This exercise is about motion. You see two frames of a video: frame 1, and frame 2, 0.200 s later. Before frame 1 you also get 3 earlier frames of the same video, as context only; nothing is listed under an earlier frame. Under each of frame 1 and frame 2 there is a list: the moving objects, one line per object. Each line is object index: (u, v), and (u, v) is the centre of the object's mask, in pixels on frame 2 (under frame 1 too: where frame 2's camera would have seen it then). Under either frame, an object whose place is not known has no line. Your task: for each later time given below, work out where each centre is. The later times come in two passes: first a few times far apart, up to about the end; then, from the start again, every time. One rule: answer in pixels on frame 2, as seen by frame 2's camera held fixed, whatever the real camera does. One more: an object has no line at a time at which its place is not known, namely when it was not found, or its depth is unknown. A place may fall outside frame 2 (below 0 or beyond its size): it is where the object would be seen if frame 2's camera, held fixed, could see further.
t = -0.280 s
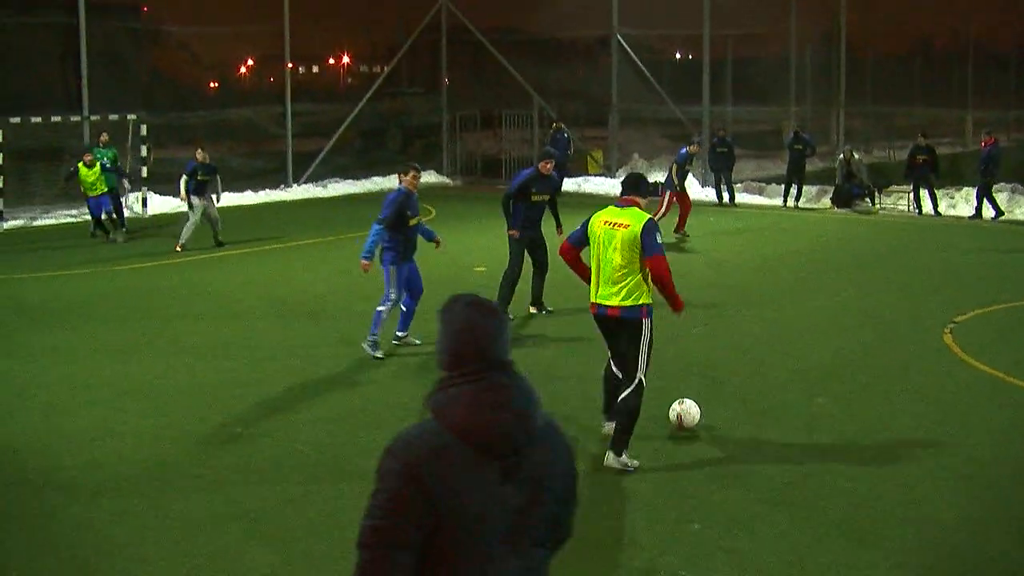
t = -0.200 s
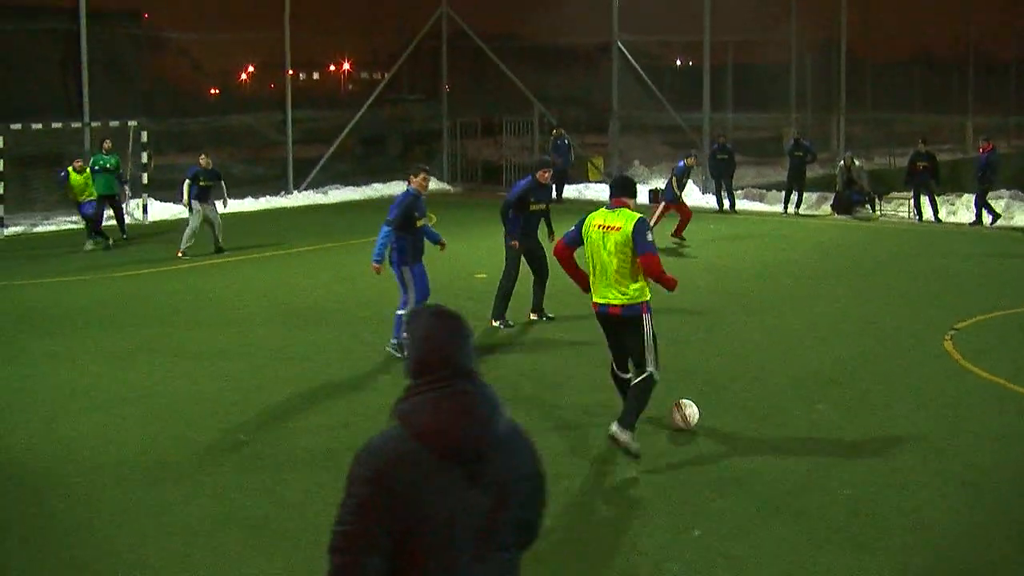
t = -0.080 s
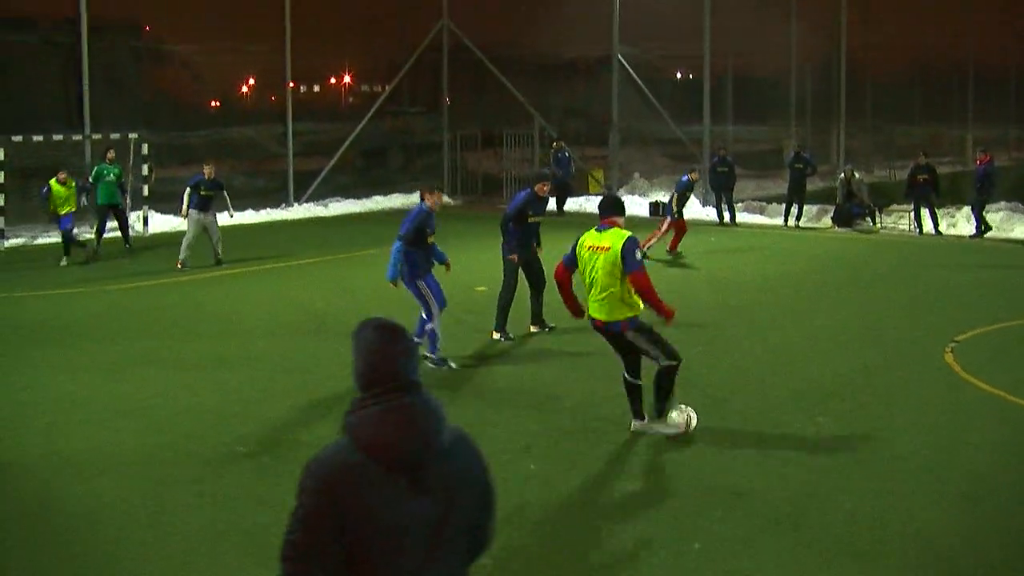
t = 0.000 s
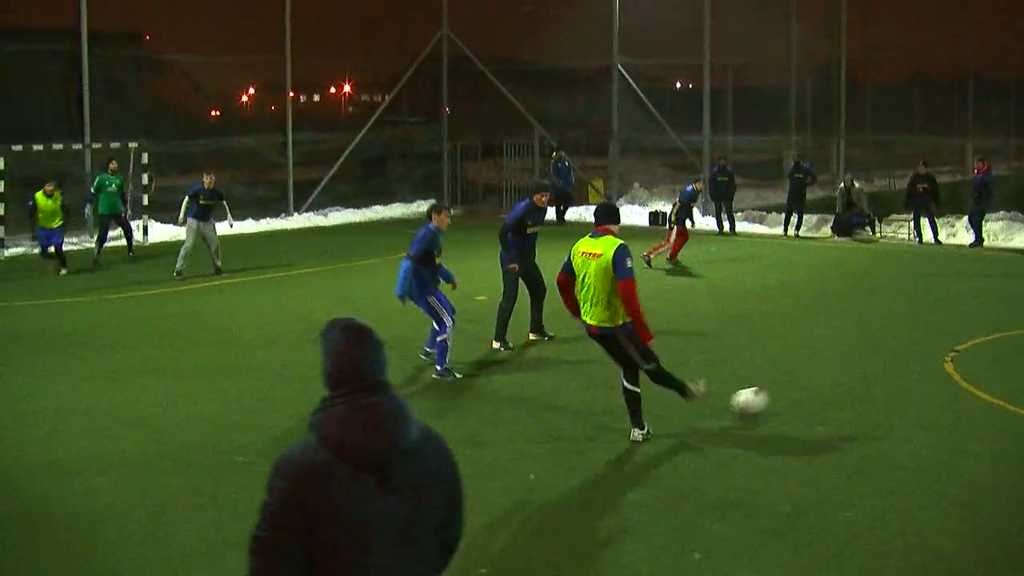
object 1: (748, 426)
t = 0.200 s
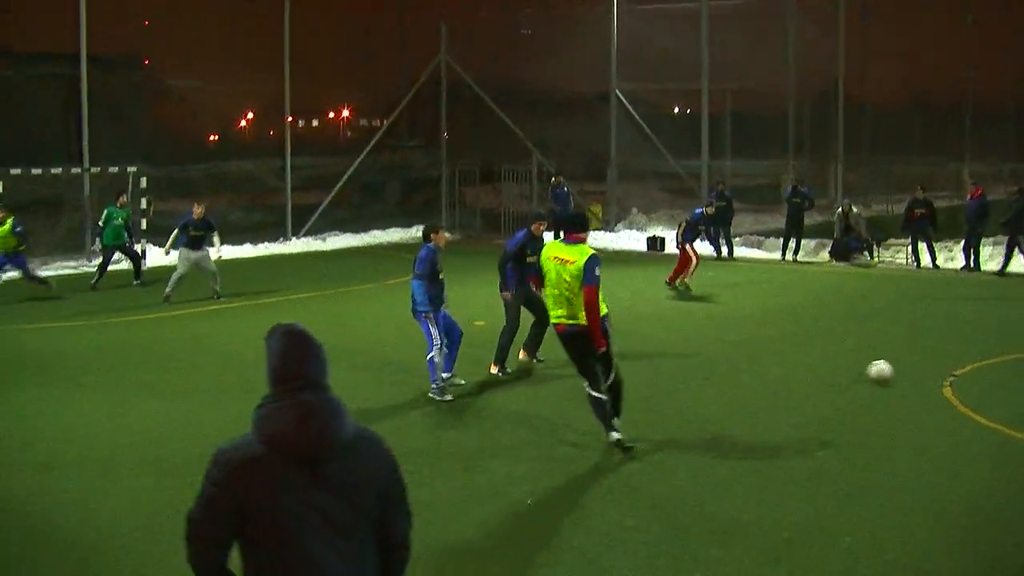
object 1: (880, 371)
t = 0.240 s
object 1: (898, 363)
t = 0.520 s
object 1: (986, 322)
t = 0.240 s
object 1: (898, 363)
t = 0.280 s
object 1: (915, 356)
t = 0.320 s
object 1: (930, 349)
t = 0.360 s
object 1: (943, 343)
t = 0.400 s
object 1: (955, 337)
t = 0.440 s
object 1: (966, 332)
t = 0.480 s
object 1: (977, 327)
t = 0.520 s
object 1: (986, 322)
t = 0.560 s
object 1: (995, 318)
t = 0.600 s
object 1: (1004, 313)
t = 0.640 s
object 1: (1011, 310)
